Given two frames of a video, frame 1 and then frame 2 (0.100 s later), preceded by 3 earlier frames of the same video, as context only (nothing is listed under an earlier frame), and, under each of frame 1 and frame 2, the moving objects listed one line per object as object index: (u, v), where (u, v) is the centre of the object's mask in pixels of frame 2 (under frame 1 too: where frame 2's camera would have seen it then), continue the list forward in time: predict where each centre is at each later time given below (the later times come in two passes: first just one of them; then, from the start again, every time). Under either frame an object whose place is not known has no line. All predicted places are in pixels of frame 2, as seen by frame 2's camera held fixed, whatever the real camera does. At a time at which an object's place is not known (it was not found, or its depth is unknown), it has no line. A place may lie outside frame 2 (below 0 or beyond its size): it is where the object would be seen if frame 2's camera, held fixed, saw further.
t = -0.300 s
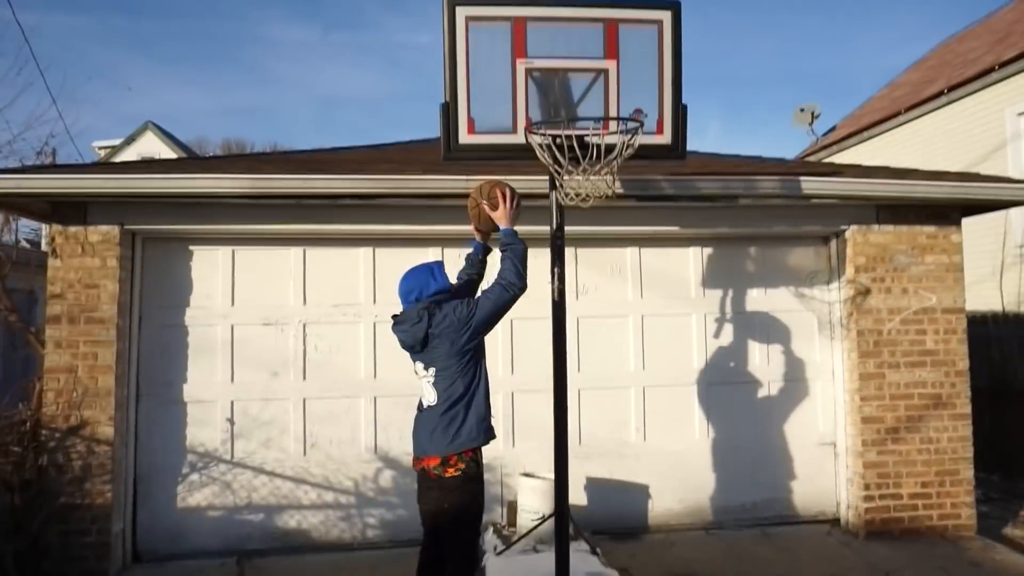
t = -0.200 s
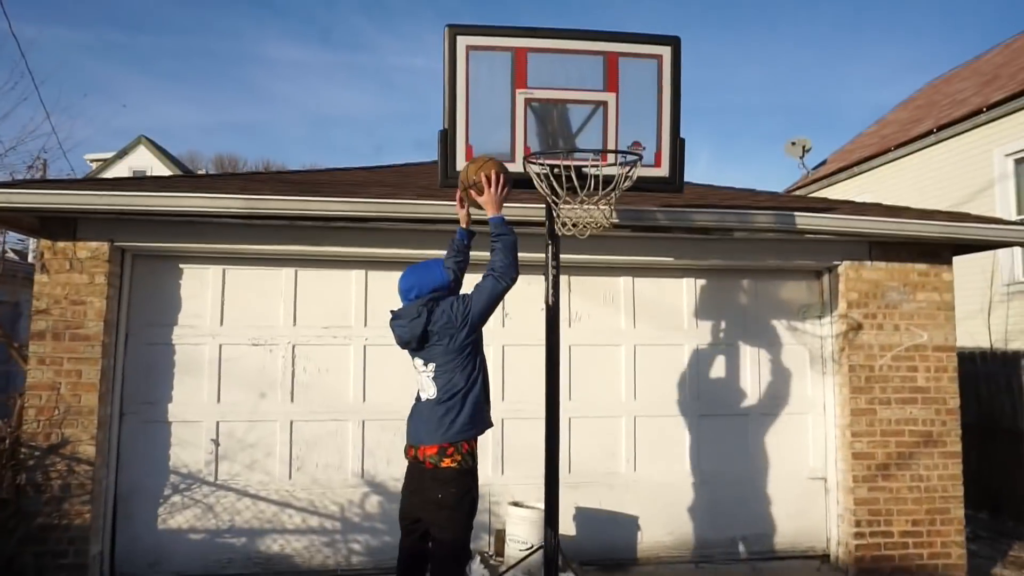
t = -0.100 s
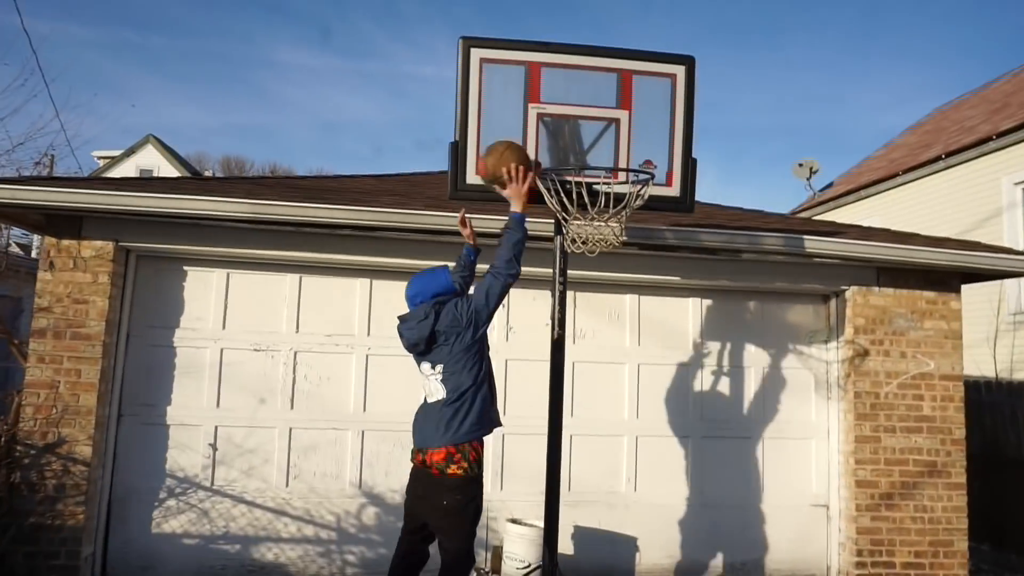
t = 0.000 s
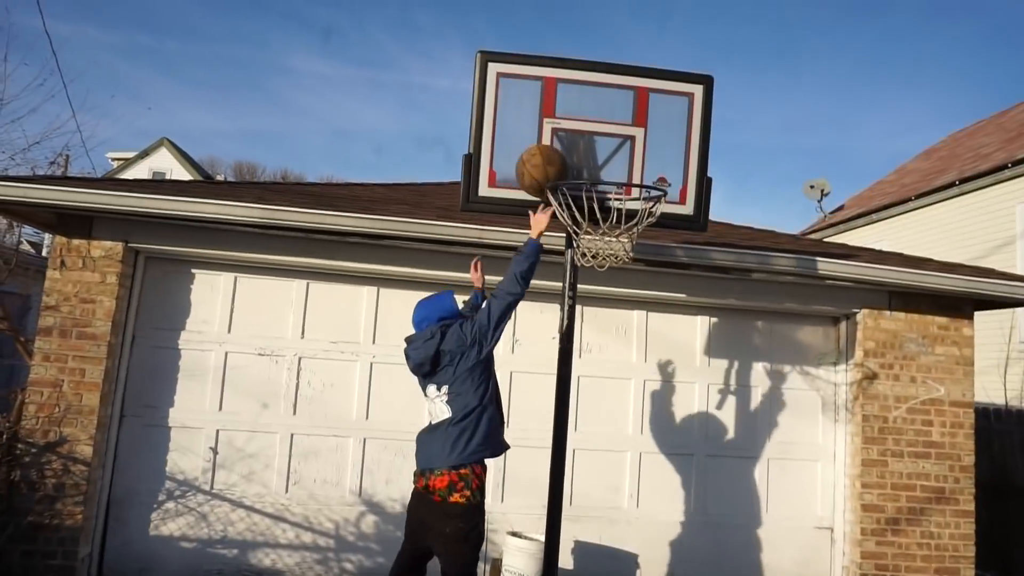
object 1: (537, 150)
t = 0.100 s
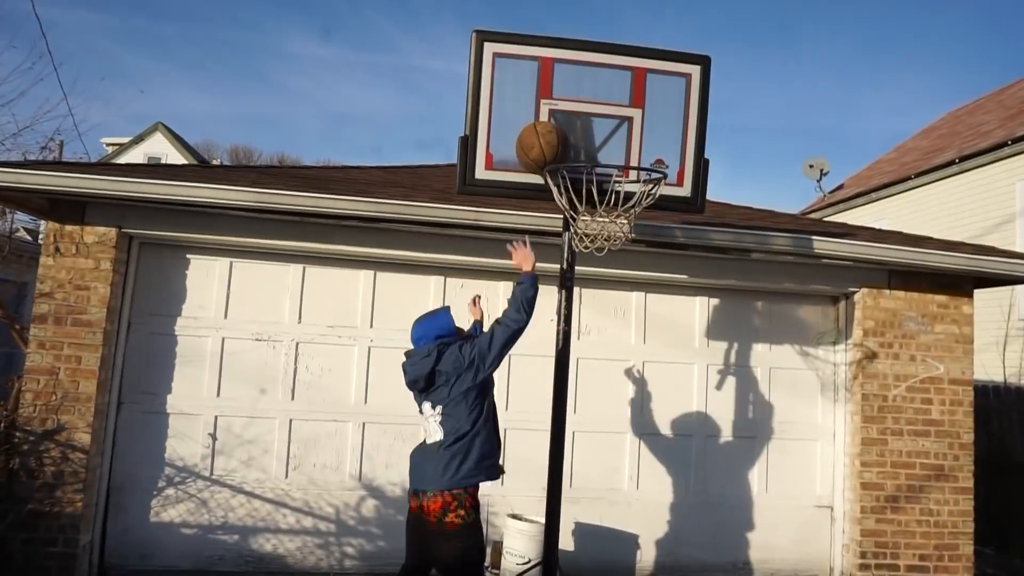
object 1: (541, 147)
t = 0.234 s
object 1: (534, 150)
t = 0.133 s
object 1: (539, 148)
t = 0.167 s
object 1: (539, 151)
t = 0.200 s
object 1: (536, 150)
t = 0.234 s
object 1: (534, 150)
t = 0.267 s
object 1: (532, 150)
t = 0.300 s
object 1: (528, 152)
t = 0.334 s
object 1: (518, 155)
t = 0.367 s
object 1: (515, 161)
